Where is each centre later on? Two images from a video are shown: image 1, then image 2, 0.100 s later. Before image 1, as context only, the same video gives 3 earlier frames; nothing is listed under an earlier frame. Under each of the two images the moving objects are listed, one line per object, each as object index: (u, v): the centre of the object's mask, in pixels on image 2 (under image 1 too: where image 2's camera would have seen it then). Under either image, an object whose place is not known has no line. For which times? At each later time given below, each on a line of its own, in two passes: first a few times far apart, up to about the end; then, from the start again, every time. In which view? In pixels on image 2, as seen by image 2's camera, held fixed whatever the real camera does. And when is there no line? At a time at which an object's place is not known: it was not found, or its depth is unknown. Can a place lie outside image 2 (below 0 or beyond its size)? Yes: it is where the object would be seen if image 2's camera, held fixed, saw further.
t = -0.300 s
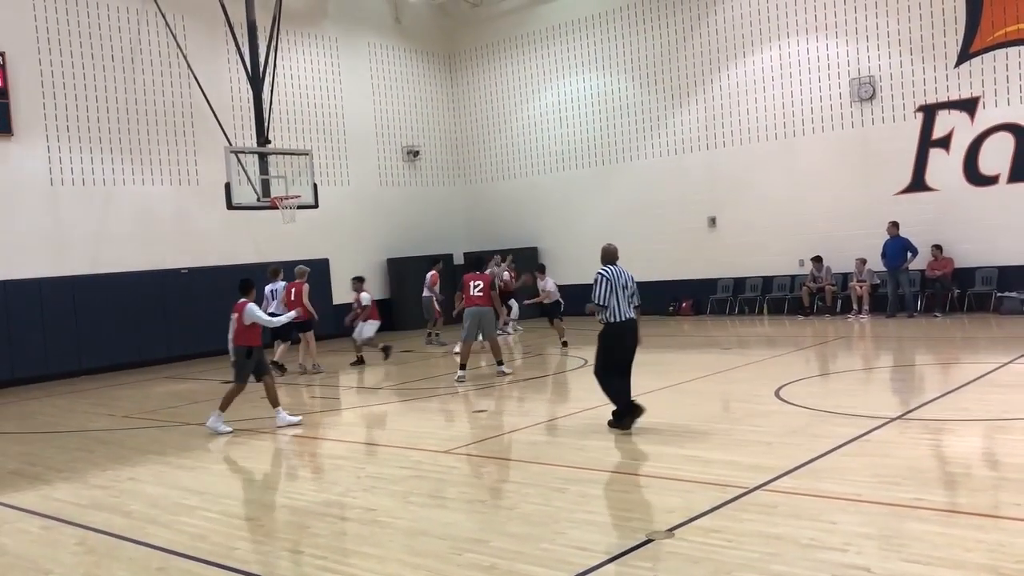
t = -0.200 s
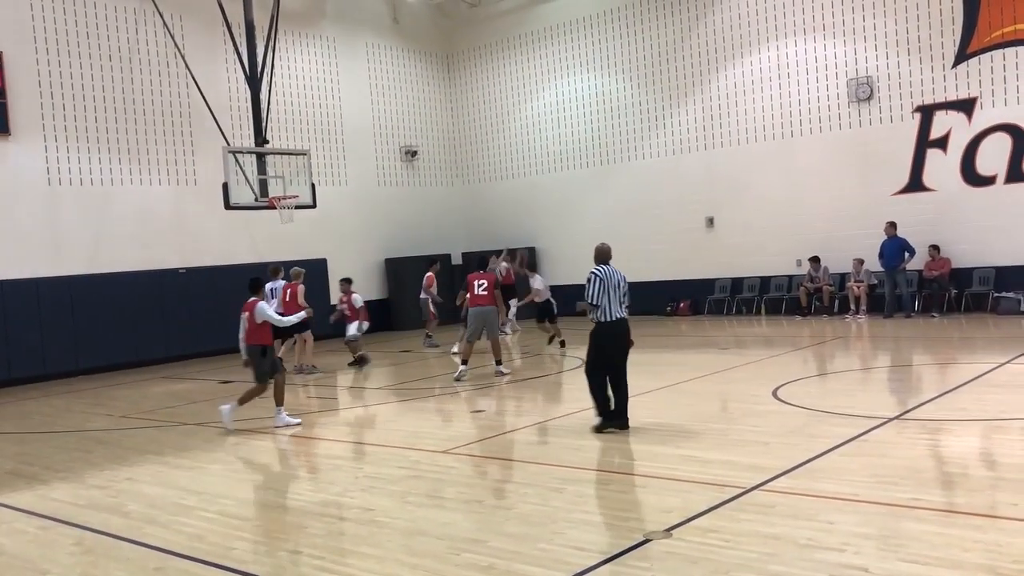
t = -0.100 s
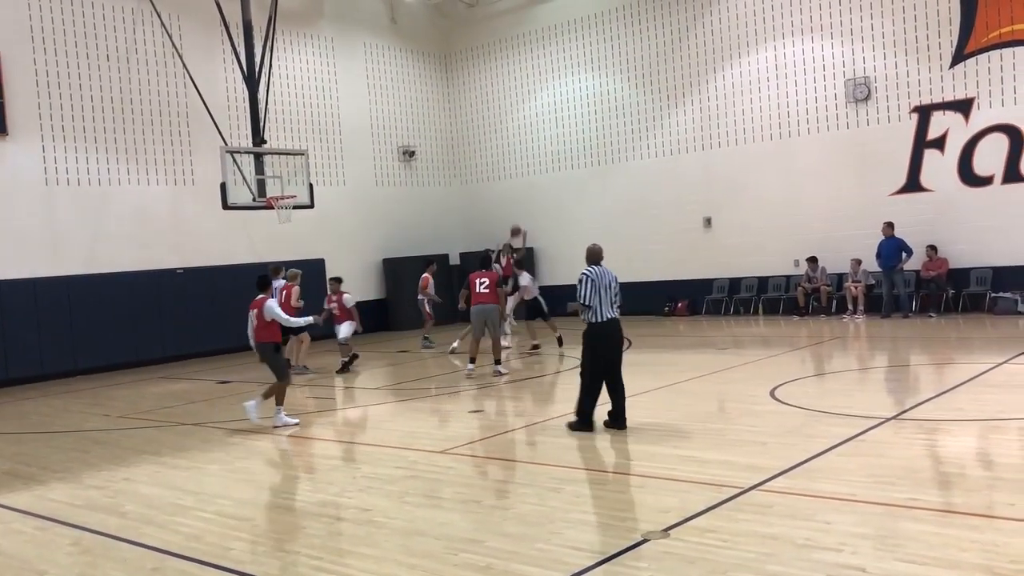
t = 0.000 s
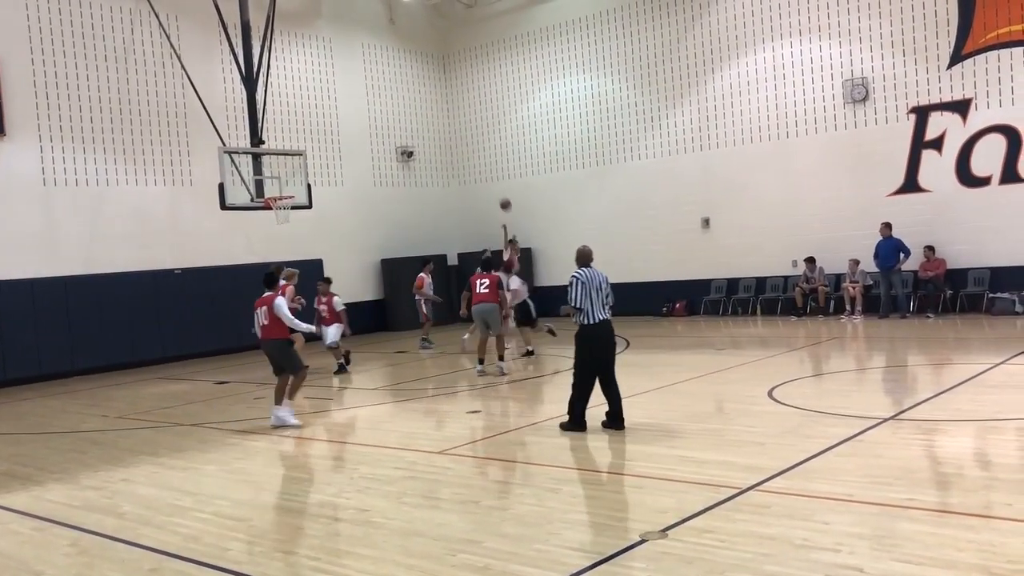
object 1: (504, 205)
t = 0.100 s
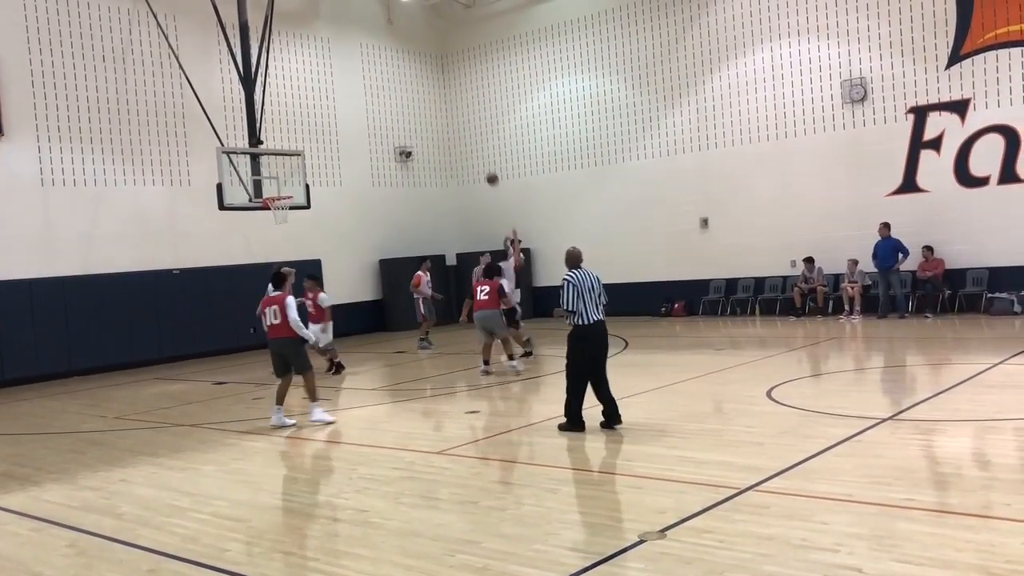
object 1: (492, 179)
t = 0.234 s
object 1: (476, 149)
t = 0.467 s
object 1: (444, 114)
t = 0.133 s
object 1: (488, 171)
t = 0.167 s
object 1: (484, 164)
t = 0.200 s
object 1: (480, 156)
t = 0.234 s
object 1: (476, 149)
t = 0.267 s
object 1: (471, 143)
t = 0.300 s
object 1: (467, 137)
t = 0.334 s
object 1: (462, 132)
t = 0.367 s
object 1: (458, 127)
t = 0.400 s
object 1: (453, 122)
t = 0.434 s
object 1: (449, 118)
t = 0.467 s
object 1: (444, 114)
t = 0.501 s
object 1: (439, 111)
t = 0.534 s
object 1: (434, 109)
